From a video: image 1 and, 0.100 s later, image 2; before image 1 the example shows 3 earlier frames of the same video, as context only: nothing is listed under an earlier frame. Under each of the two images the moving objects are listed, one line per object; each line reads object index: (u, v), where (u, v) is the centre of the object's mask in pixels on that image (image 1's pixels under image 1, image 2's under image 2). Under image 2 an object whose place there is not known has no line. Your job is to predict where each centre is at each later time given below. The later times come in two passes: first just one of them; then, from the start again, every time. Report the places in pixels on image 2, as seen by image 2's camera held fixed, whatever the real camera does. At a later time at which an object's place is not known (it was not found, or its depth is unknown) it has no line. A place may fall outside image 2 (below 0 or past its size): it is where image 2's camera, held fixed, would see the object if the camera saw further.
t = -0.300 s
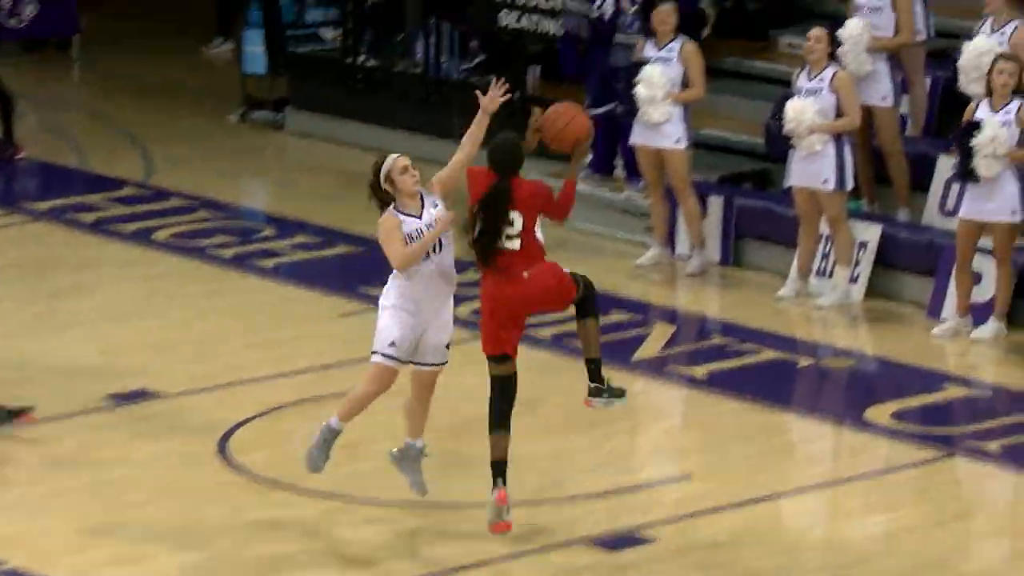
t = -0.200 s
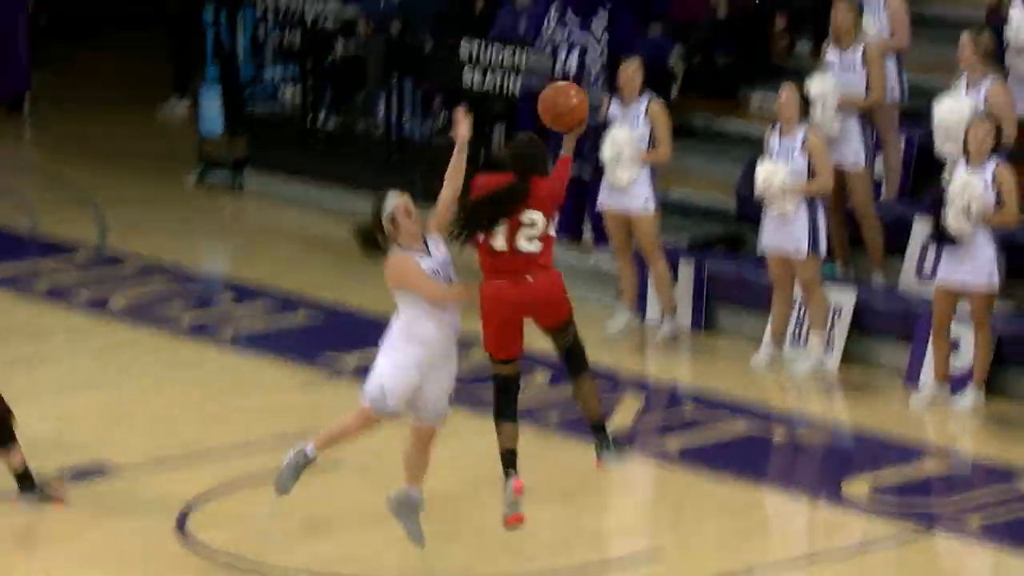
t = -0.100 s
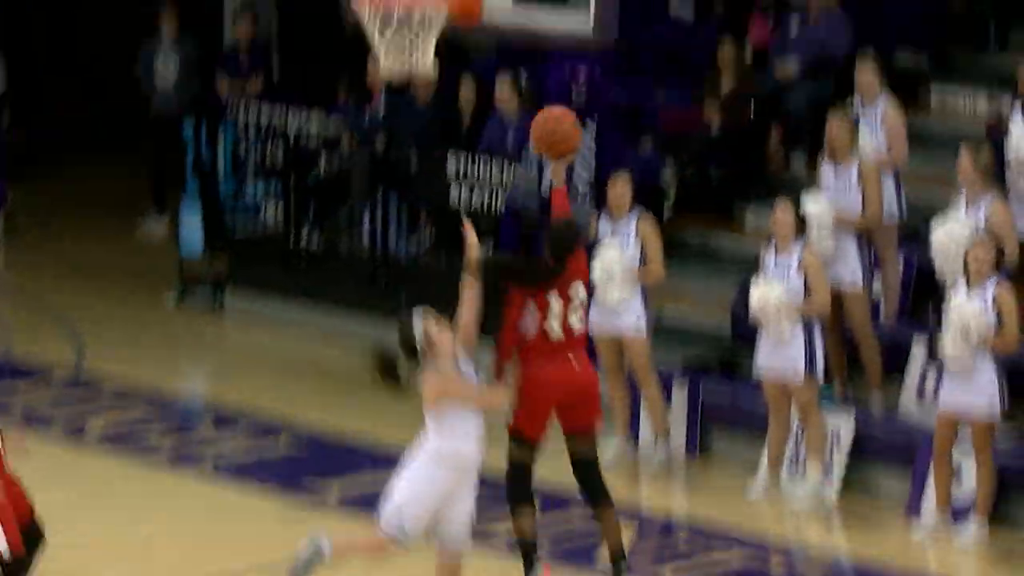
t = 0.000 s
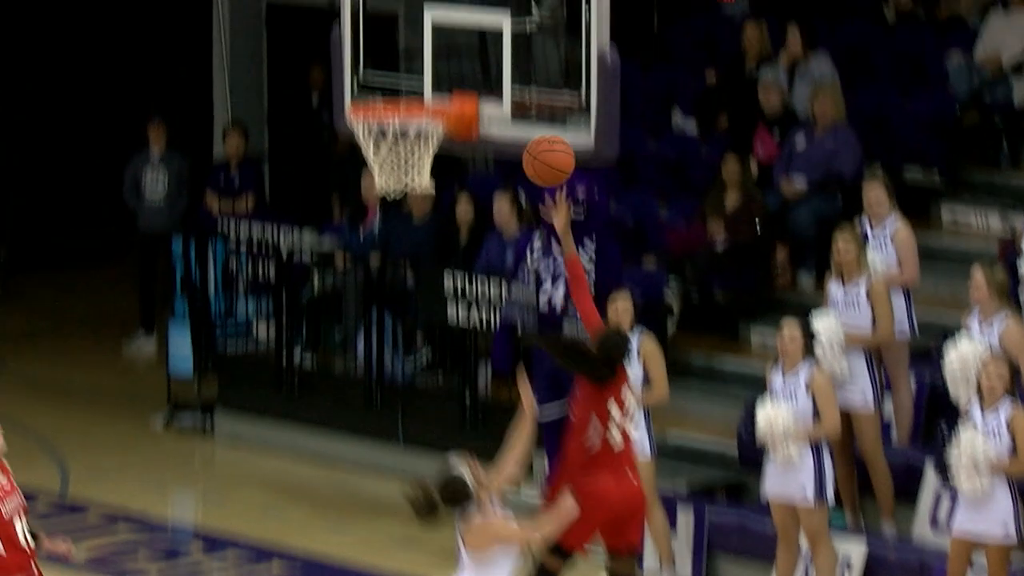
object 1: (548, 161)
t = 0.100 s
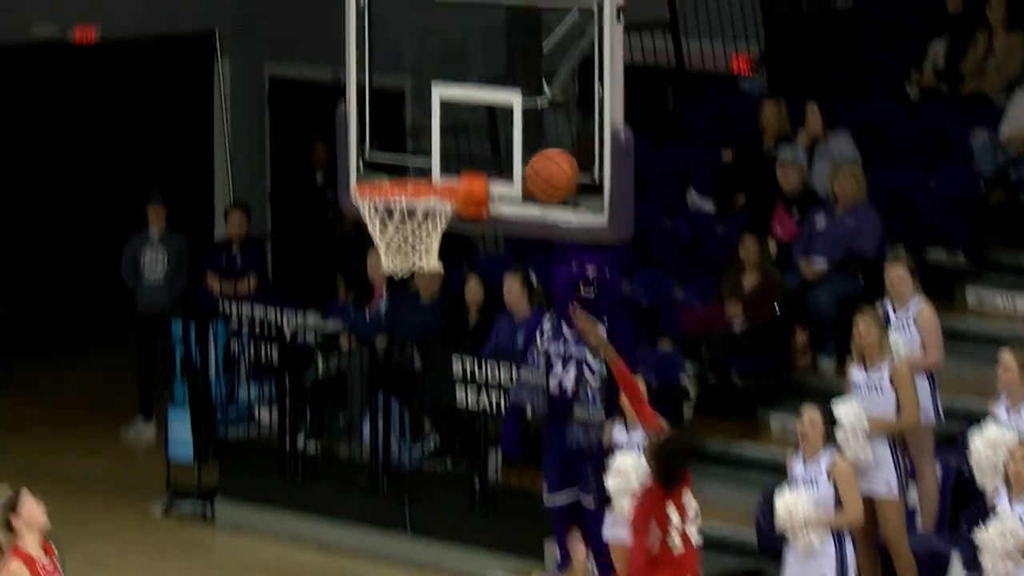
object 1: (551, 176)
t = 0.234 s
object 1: (506, 142)
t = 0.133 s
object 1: (541, 165)
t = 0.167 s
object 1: (529, 153)
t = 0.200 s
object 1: (518, 146)
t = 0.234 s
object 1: (506, 142)
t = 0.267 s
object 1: (493, 141)
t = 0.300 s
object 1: (484, 142)
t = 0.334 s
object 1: (472, 144)
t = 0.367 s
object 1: (462, 149)
